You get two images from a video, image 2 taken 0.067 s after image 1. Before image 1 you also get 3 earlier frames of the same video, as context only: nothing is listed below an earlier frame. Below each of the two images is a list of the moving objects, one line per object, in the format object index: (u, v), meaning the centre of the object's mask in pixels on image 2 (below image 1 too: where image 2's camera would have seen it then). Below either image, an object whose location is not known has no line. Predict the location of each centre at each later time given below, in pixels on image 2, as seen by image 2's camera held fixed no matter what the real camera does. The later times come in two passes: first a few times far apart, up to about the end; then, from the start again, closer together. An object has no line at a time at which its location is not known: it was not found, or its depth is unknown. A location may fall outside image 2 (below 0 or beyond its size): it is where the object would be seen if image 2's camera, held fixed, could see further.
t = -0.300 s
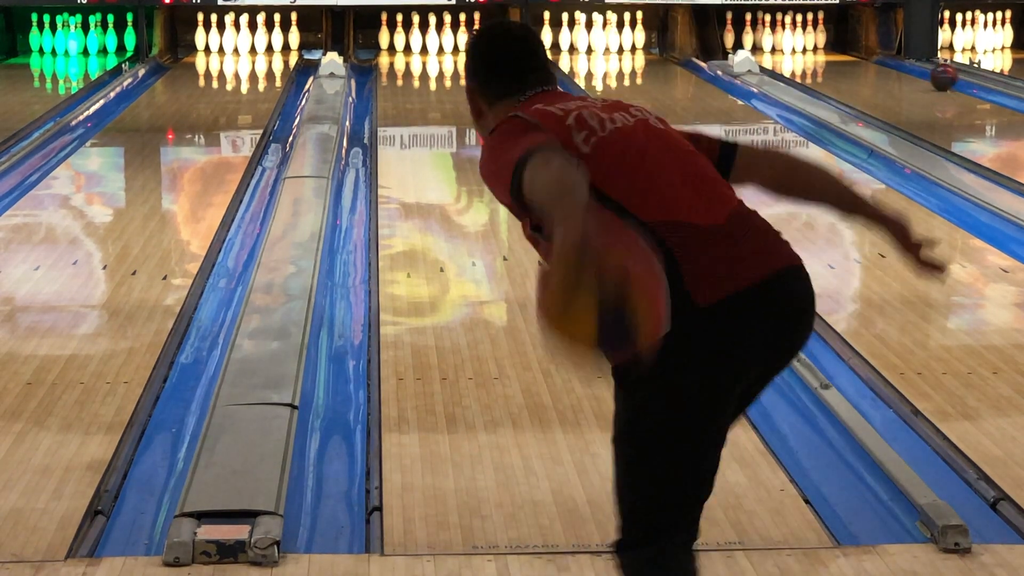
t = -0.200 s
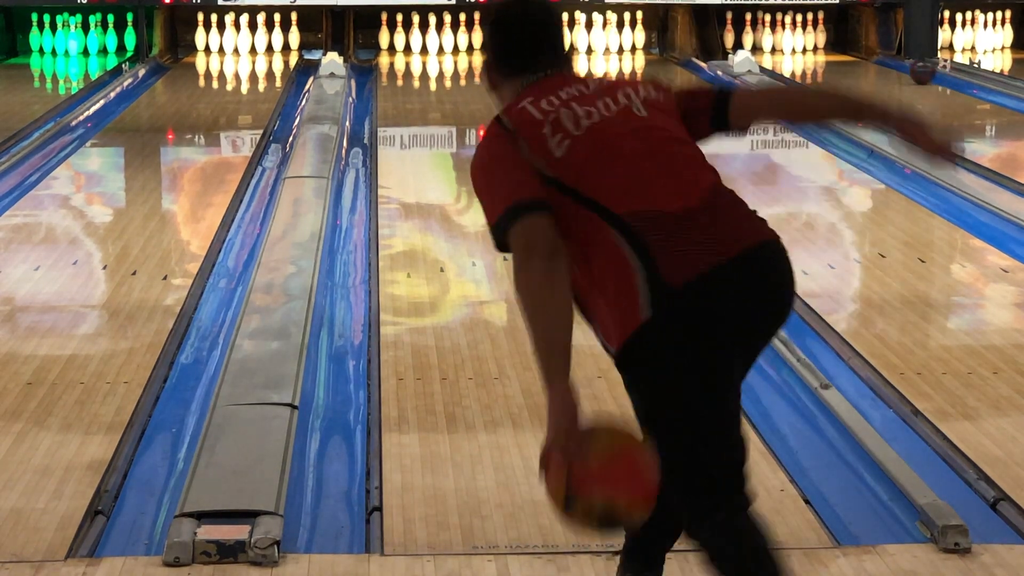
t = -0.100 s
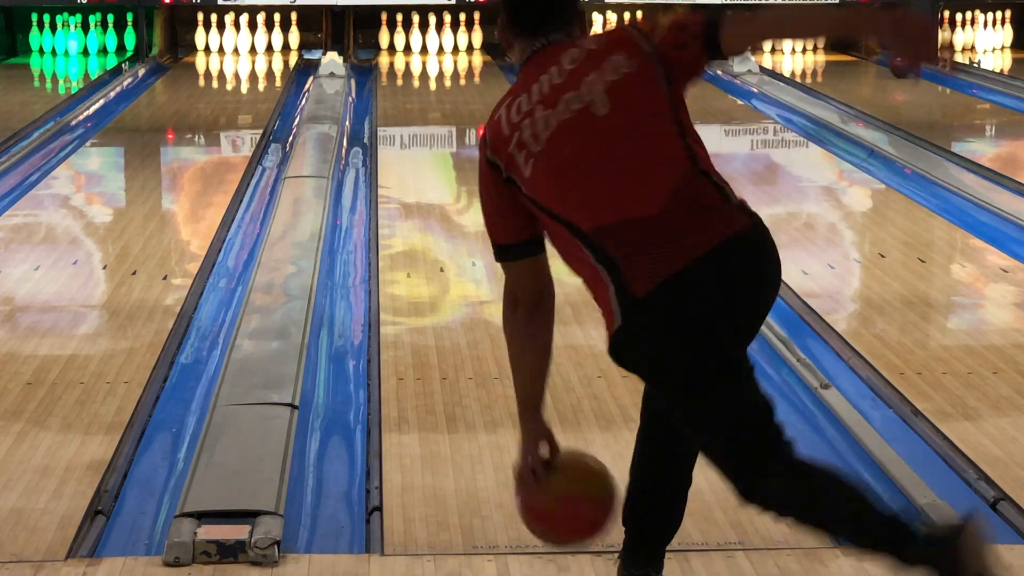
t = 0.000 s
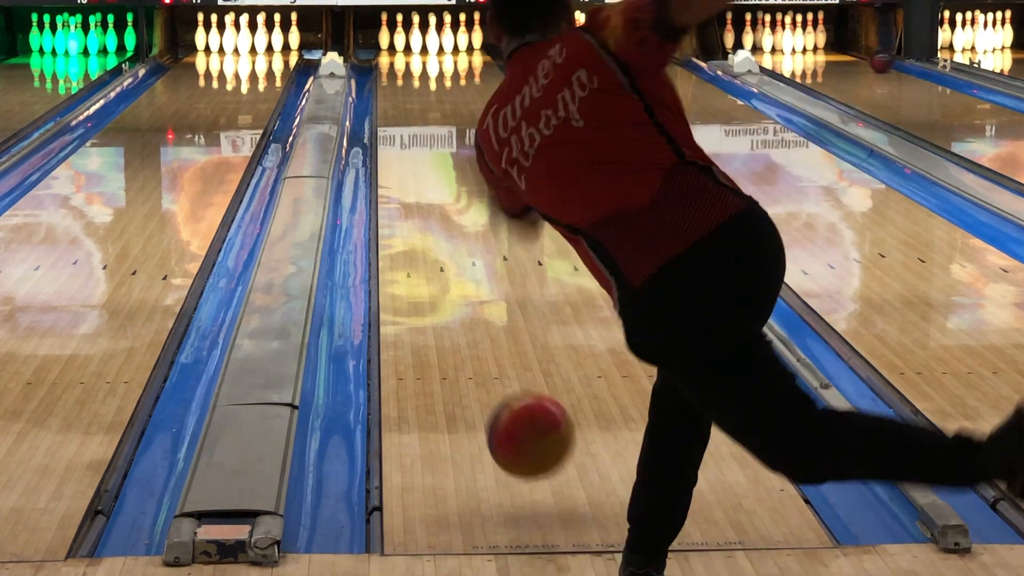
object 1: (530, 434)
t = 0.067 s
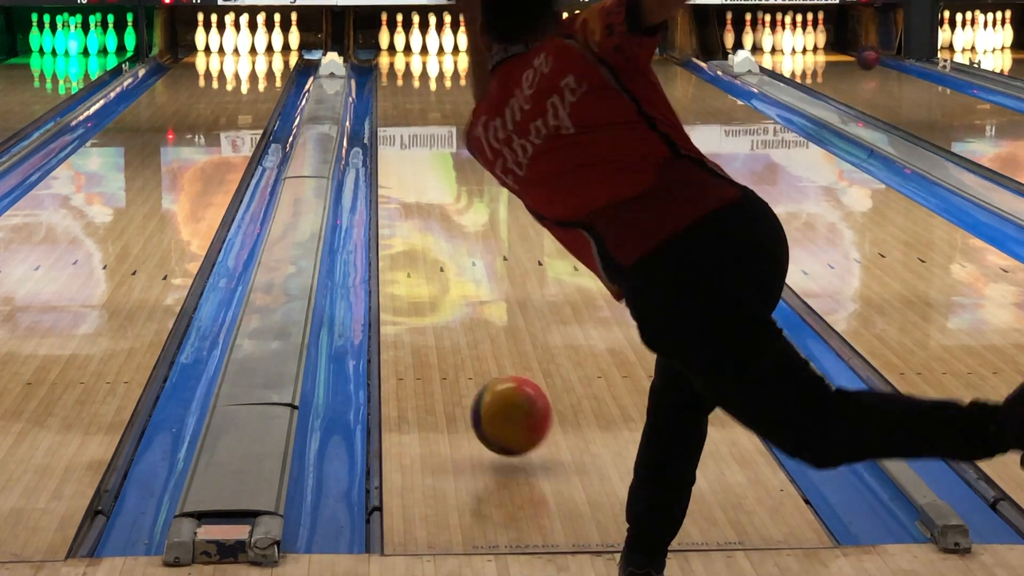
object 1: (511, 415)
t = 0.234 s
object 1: (475, 340)
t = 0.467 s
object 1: (442, 258)
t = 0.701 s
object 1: (429, 214)
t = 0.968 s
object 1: (403, 156)
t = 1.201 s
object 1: (397, 127)
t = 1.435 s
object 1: (394, 104)
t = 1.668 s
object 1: (394, 85)
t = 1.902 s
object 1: (397, 70)
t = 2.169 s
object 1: (408, 56)
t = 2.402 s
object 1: (422, 47)
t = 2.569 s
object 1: (427, 42)
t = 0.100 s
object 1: (503, 405)
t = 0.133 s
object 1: (495, 387)
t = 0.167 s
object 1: (488, 371)
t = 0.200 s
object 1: (481, 354)
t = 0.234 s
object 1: (475, 340)
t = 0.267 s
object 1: (469, 326)
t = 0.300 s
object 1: (464, 312)
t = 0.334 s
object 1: (459, 301)
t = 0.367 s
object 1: (455, 289)
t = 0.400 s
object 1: (450, 278)
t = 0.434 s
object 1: (446, 268)
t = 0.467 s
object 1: (442, 258)
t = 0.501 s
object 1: (439, 249)
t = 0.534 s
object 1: (435, 240)
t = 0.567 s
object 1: (432, 231)
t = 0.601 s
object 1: (429, 224)
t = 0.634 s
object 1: (428, 220)
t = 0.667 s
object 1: (428, 217)
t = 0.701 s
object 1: (429, 214)
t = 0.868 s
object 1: (402, 167)
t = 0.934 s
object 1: (403, 160)
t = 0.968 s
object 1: (403, 156)
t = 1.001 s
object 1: (403, 151)
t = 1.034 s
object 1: (402, 147)
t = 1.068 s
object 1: (401, 143)
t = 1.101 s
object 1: (400, 138)
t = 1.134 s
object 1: (399, 134)
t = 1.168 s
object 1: (398, 130)
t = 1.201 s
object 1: (397, 127)
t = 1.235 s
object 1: (396, 123)
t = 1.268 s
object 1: (395, 120)
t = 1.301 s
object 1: (395, 116)
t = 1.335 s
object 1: (394, 113)
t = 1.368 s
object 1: (394, 110)
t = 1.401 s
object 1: (394, 106)
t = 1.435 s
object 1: (394, 104)
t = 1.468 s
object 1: (394, 102)
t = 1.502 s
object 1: (393, 98)
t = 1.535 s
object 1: (393, 95)
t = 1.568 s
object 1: (393, 93)
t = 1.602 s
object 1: (393, 91)
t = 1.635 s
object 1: (394, 88)
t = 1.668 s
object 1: (394, 85)
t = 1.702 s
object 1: (394, 83)
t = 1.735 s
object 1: (394, 81)
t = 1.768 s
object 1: (395, 79)
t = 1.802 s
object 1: (396, 76)
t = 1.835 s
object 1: (396, 74)
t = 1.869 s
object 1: (397, 72)
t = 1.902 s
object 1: (397, 70)
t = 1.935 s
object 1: (396, 70)
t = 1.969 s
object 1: (399, 67)
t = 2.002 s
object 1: (401, 65)
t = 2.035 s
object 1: (404, 62)
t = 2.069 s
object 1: (403, 61)
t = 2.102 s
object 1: (405, 59)
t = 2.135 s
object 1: (406, 58)
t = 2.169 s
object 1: (408, 56)
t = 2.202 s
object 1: (410, 55)
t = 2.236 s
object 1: (412, 54)
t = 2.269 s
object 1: (415, 52)
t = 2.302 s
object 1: (417, 51)
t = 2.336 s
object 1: (417, 50)
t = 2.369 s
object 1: (419, 49)
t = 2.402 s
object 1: (422, 47)
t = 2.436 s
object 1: (424, 46)
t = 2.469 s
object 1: (426, 45)
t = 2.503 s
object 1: (425, 44)
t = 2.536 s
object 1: (426, 43)
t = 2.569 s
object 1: (427, 42)
